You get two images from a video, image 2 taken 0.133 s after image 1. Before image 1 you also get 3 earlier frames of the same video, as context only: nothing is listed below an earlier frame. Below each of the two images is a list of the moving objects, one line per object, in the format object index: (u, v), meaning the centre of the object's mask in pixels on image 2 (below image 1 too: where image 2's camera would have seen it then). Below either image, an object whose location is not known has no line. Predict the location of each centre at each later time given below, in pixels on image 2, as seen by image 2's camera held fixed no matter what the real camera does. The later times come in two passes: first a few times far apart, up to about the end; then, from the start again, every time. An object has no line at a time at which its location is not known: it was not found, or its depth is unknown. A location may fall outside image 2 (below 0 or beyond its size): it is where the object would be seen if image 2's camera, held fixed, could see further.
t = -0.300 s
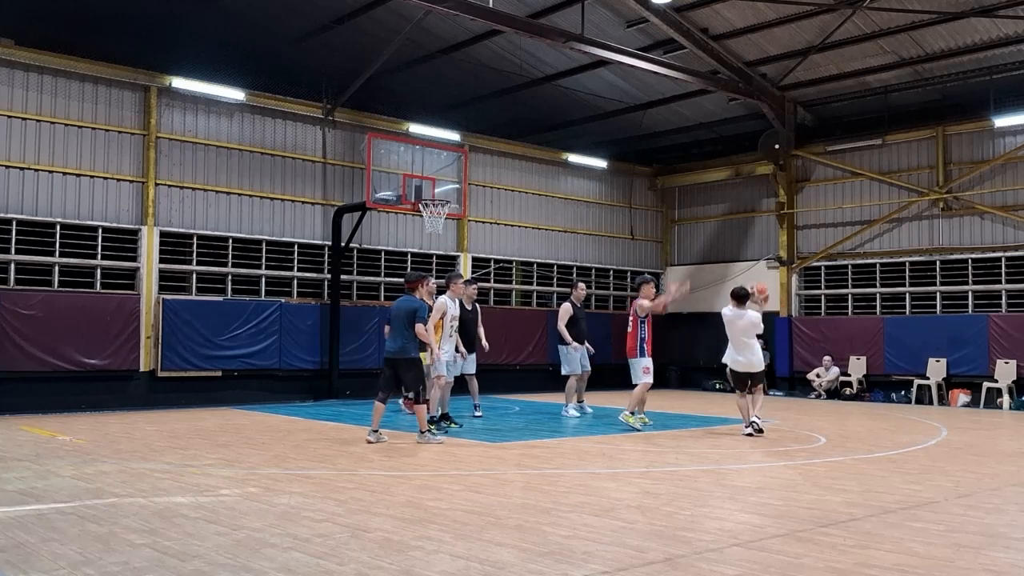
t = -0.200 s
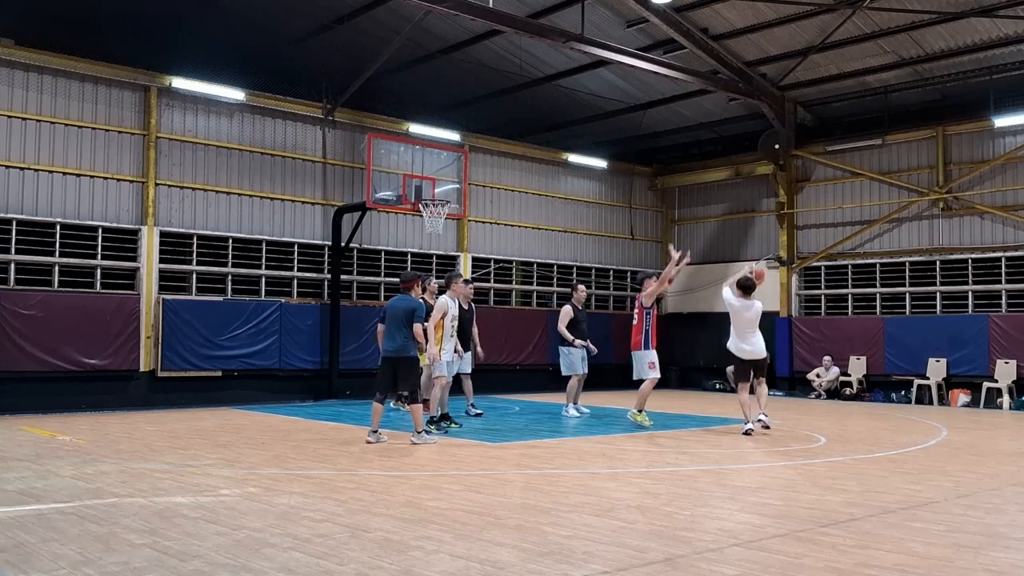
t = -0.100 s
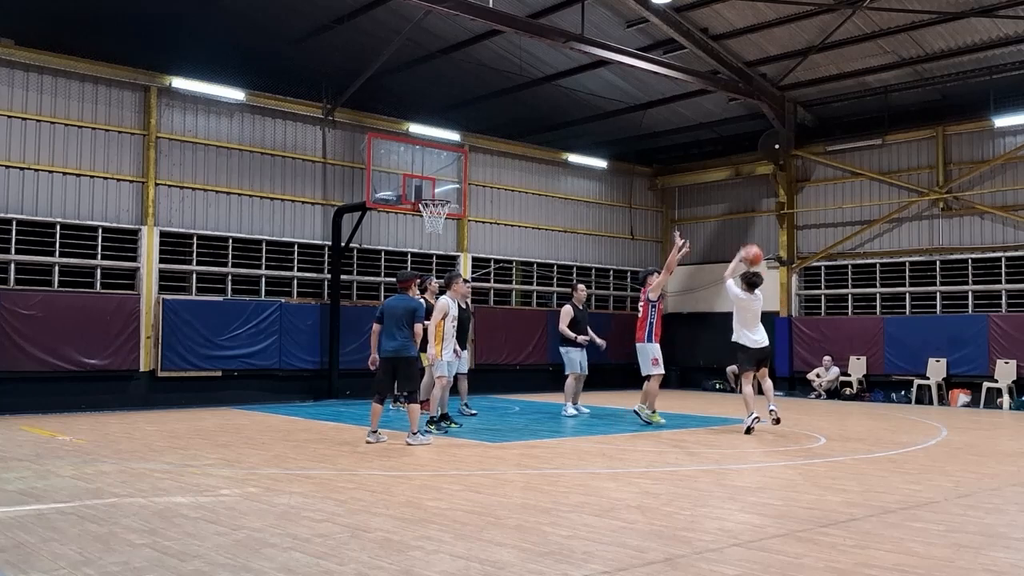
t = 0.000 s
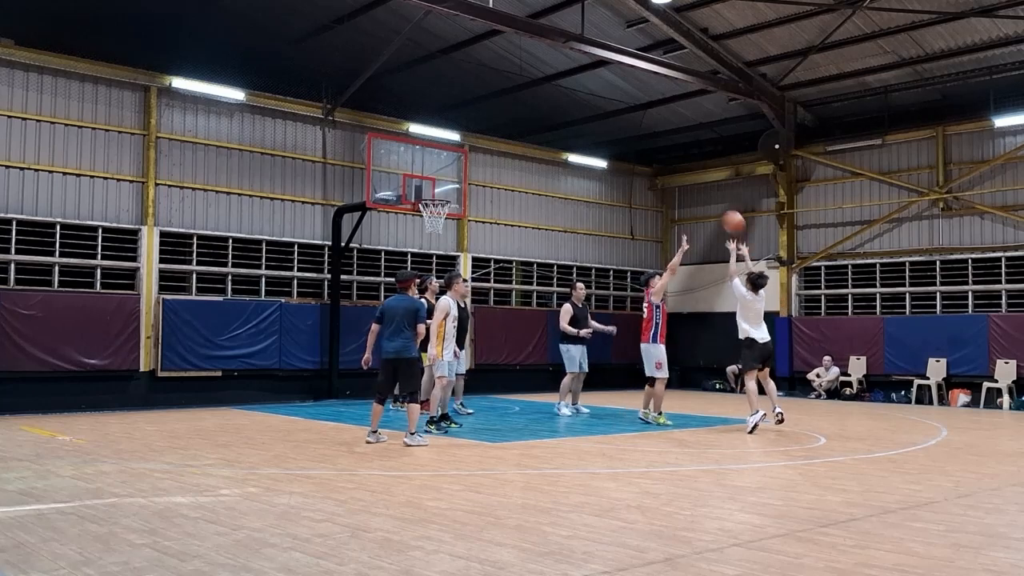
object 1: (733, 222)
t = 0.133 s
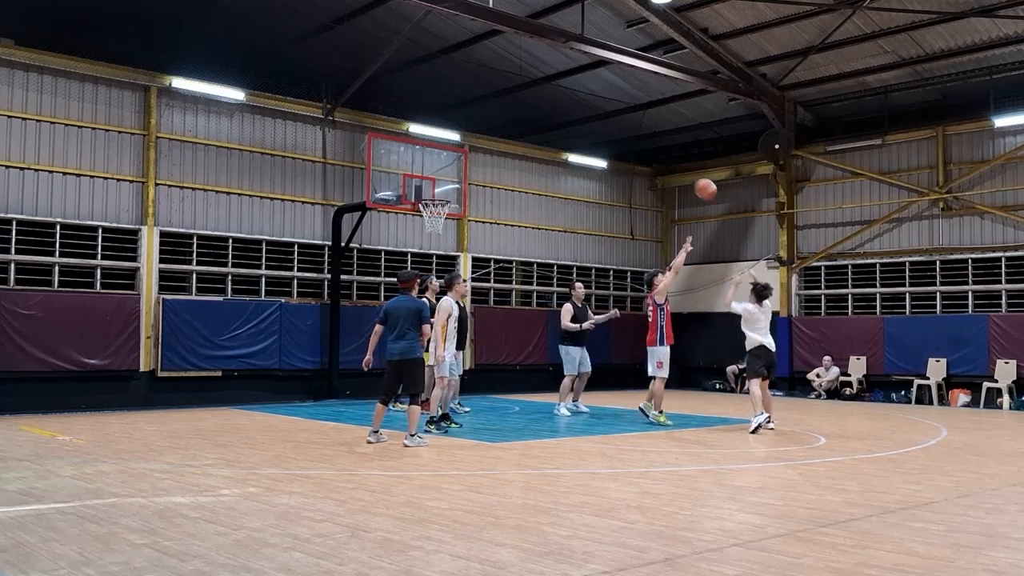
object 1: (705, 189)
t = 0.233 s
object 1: (686, 175)
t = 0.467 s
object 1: (645, 173)
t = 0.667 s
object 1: (614, 199)
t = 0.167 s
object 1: (699, 183)
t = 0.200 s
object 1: (693, 179)
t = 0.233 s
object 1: (686, 175)
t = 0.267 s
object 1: (680, 172)
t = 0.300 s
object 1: (674, 171)
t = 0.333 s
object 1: (668, 169)
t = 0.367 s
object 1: (662, 169)
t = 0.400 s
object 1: (656, 170)
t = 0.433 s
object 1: (651, 171)
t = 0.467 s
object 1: (645, 173)
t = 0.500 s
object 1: (640, 176)
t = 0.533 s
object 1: (634, 179)
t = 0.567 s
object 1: (629, 183)
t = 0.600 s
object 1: (624, 188)
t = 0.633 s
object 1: (619, 194)
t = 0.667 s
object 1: (614, 199)
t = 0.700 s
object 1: (609, 207)
